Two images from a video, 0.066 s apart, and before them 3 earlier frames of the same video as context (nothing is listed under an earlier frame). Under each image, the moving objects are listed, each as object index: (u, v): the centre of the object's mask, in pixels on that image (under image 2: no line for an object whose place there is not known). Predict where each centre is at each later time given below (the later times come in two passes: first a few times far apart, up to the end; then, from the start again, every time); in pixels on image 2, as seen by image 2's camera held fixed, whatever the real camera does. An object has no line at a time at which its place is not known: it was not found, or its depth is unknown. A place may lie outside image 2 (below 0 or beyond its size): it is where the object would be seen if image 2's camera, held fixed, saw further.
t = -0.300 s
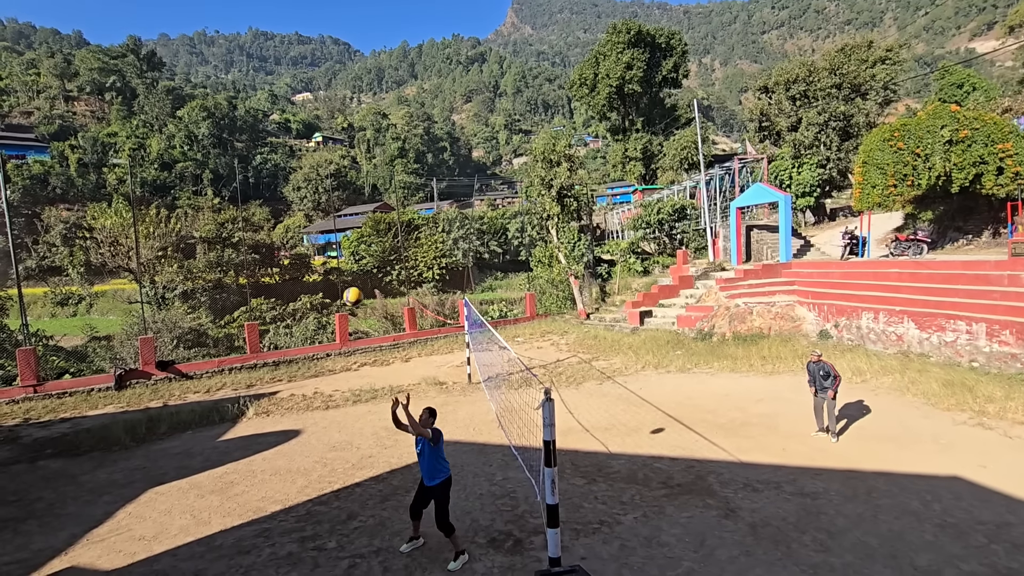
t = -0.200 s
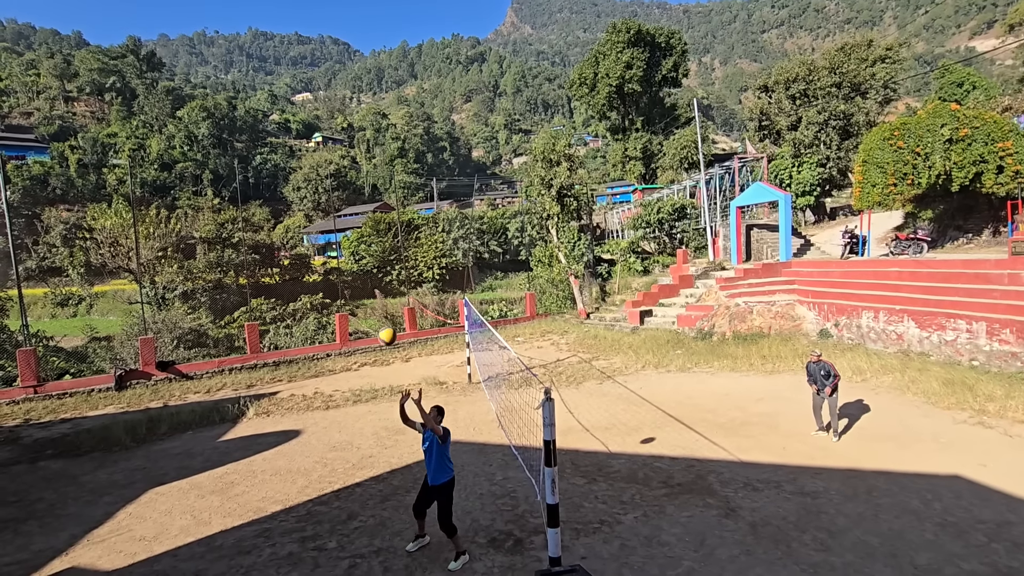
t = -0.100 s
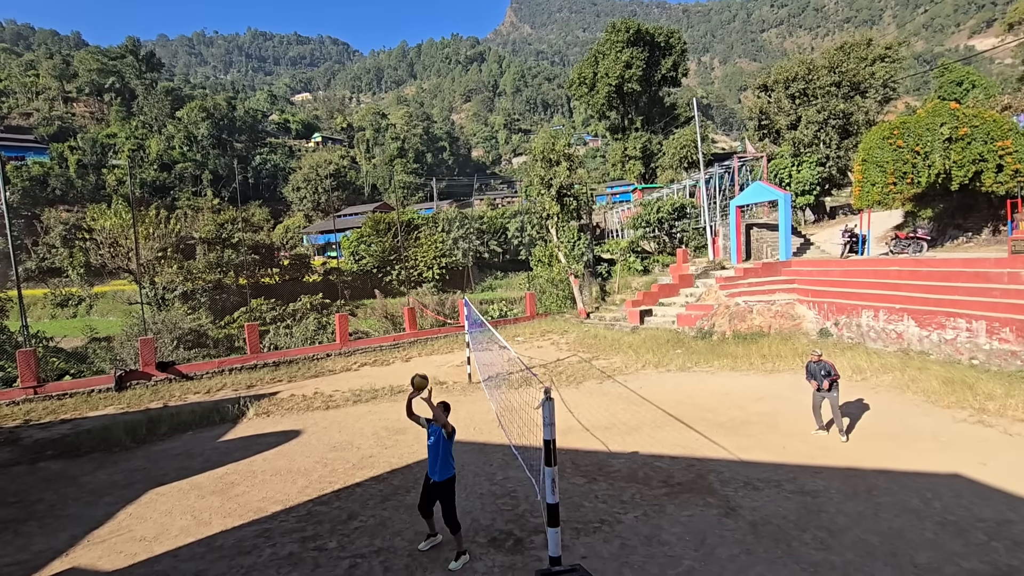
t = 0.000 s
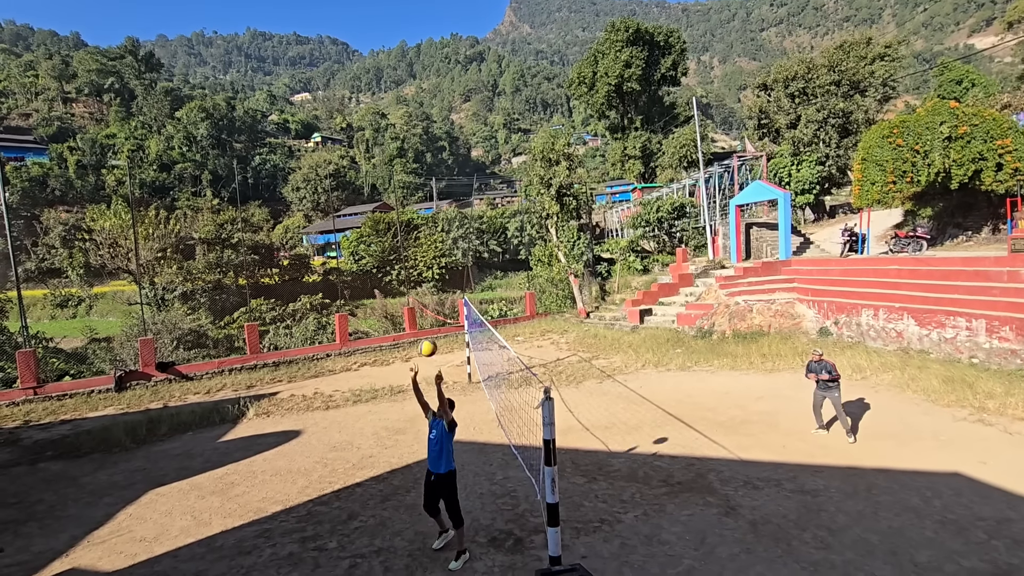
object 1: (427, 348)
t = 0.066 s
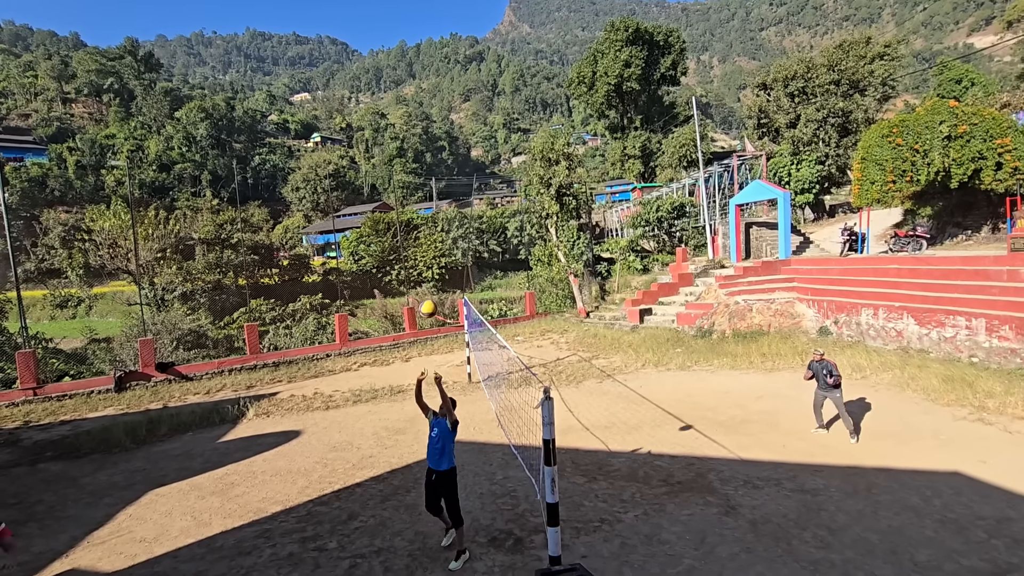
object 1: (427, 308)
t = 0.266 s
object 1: (429, 213)
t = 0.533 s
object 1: (438, 144)
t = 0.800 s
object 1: (451, 136)
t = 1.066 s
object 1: (468, 193)
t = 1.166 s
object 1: (476, 231)
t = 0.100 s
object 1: (427, 289)
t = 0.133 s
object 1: (427, 273)
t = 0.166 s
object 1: (427, 257)
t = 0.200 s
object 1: (428, 241)
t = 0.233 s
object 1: (428, 227)
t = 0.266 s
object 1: (429, 213)
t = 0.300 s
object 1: (430, 202)
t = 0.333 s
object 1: (431, 191)
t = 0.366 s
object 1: (432, 181)
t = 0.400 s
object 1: (433, 171)
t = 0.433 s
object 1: (434, 163)
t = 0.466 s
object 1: (434, 155)
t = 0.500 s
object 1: (435, 148)
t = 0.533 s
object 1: (438, 144)
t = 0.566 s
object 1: (439, 139)
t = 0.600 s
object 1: (441, 136)
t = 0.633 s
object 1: (442, 134)
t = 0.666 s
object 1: (444, 132)
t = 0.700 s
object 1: (445, 131)
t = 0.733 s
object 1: (447, 132)
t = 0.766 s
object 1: (449, 133)
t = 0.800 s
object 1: (451, 136)
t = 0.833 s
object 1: (452, 139)
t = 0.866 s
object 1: (455, 143)
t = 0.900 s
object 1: (457, 149)
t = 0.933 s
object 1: (459, 156)
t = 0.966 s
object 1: (461, 164)
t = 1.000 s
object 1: (464, 172)
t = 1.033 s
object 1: (466, 182)
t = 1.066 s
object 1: (468, 193)
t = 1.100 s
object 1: (470, 204)
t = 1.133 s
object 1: (473, 217)
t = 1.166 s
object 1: (476, 231)
